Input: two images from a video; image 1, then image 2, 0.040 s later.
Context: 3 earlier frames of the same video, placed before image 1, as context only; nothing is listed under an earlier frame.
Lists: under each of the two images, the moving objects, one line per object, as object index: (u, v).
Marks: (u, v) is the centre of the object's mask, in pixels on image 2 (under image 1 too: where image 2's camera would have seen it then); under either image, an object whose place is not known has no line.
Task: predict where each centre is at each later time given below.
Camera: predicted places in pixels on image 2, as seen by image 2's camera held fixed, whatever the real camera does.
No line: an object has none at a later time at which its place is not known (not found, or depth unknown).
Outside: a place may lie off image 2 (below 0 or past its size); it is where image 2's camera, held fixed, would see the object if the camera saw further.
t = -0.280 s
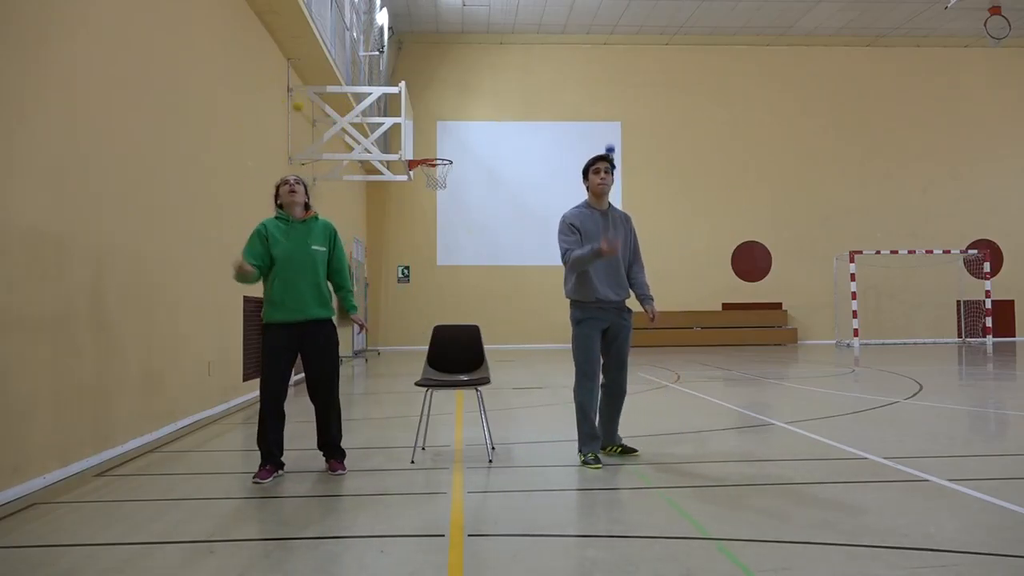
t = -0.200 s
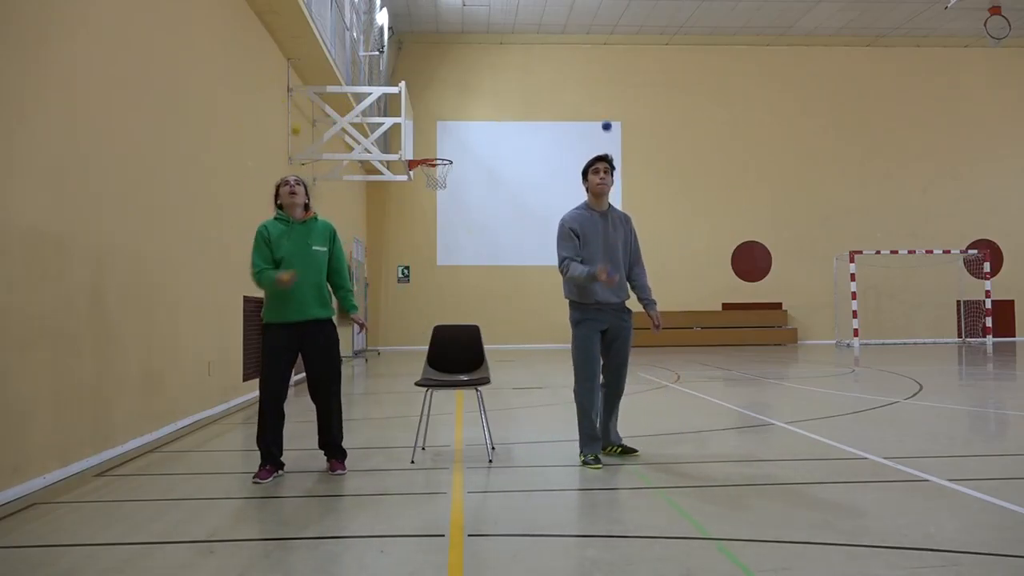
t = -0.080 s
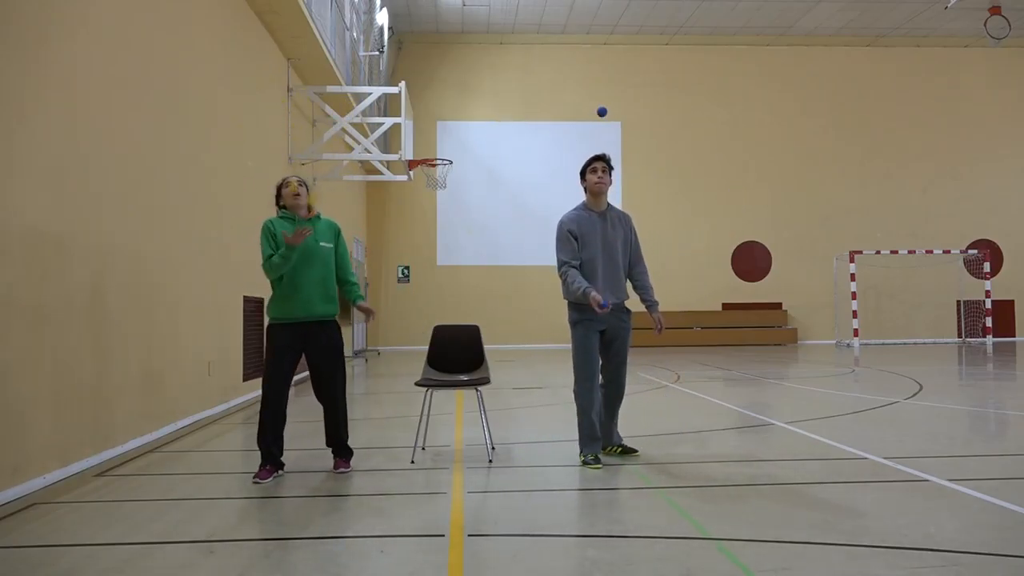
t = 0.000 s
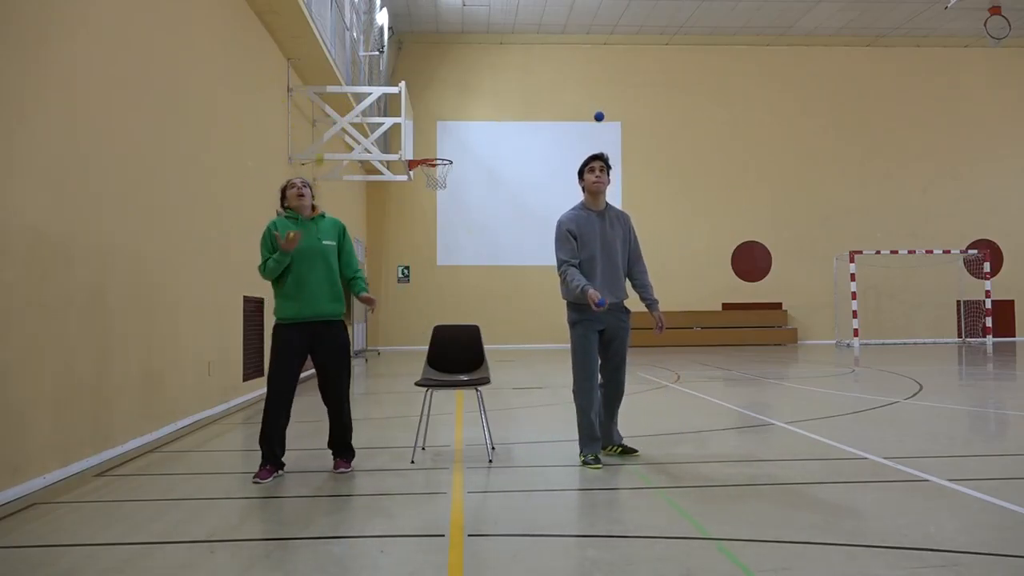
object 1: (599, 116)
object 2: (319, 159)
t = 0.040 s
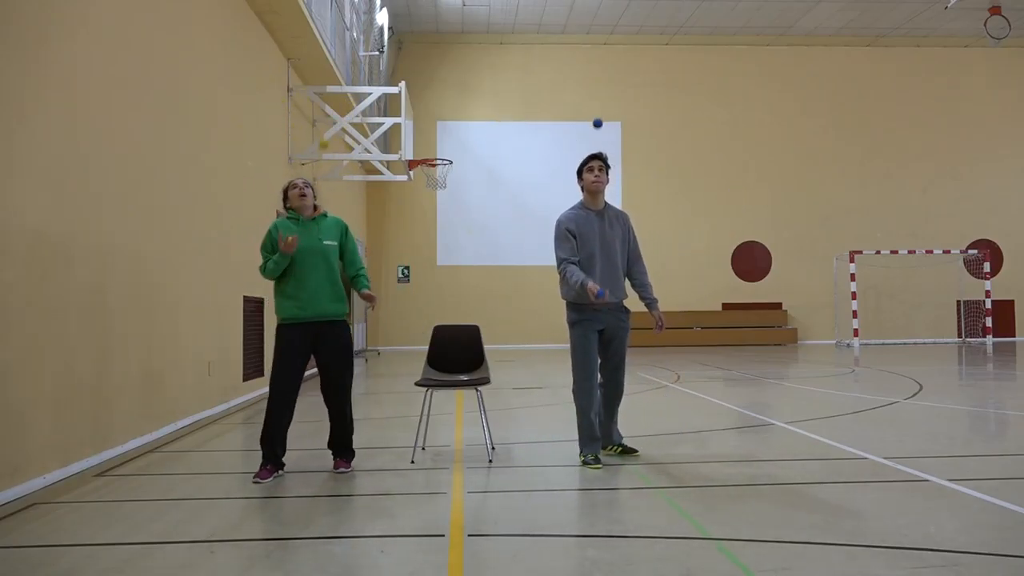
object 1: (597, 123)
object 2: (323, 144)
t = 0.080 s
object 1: (596, 132)
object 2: (327, 131)
